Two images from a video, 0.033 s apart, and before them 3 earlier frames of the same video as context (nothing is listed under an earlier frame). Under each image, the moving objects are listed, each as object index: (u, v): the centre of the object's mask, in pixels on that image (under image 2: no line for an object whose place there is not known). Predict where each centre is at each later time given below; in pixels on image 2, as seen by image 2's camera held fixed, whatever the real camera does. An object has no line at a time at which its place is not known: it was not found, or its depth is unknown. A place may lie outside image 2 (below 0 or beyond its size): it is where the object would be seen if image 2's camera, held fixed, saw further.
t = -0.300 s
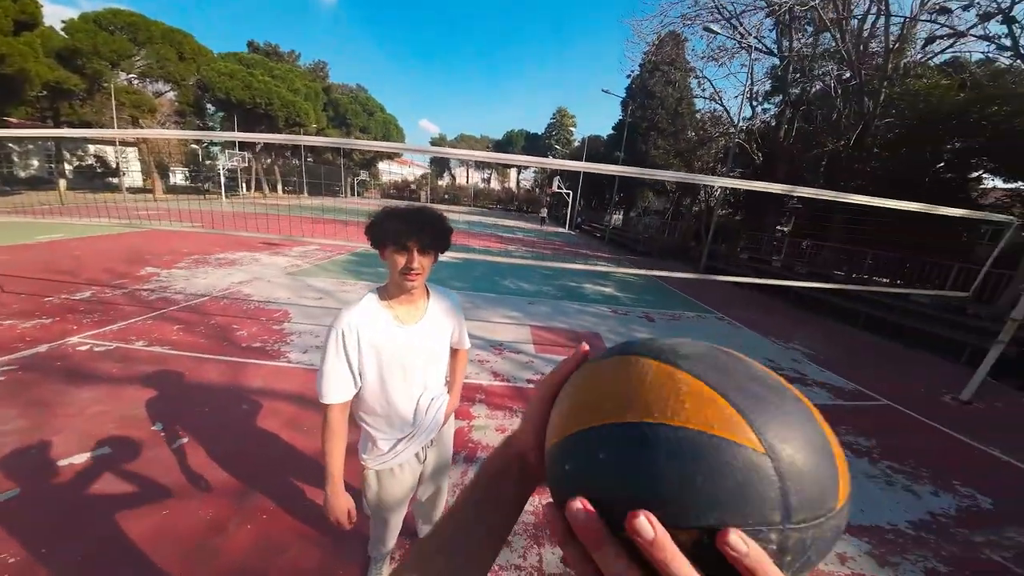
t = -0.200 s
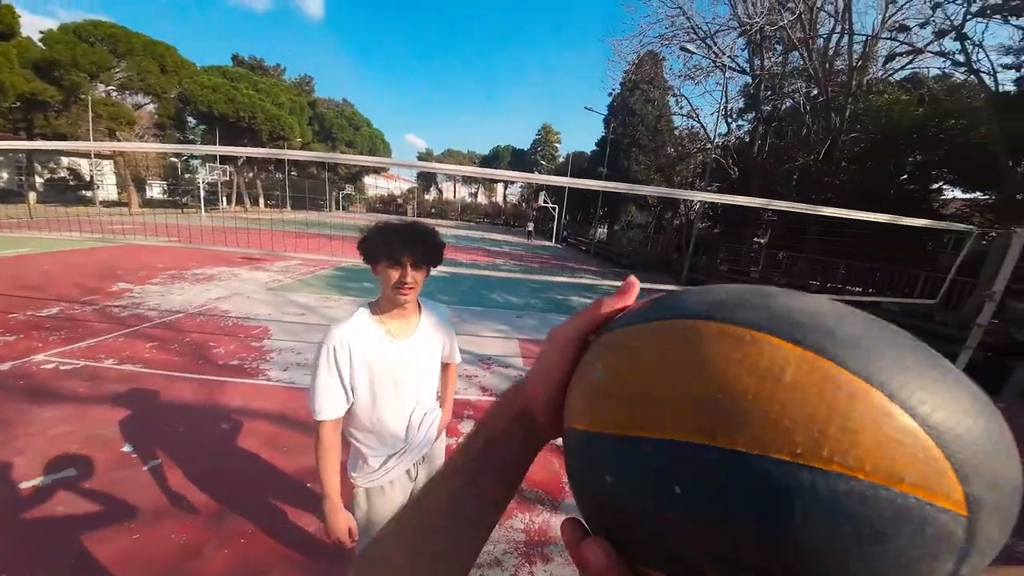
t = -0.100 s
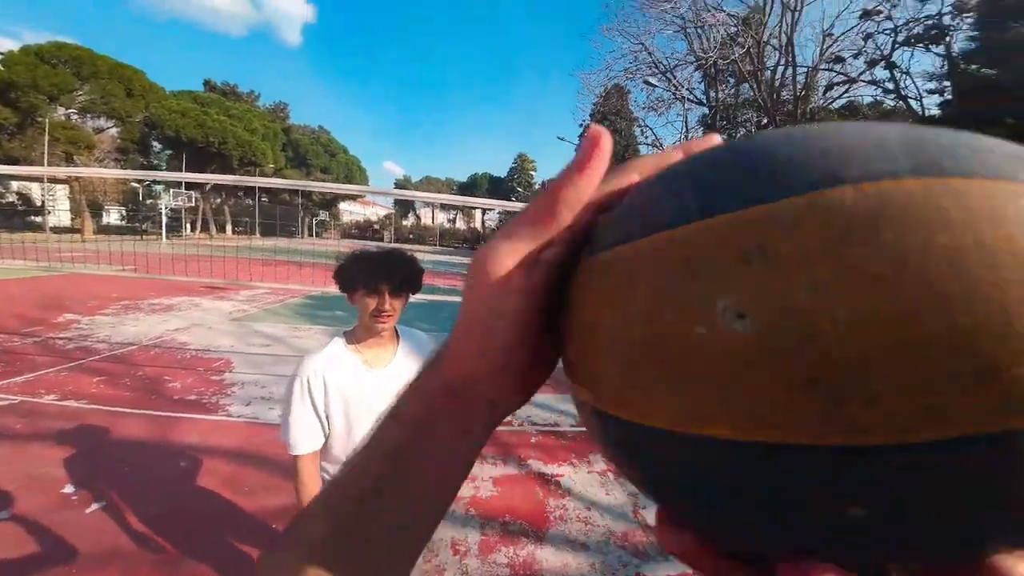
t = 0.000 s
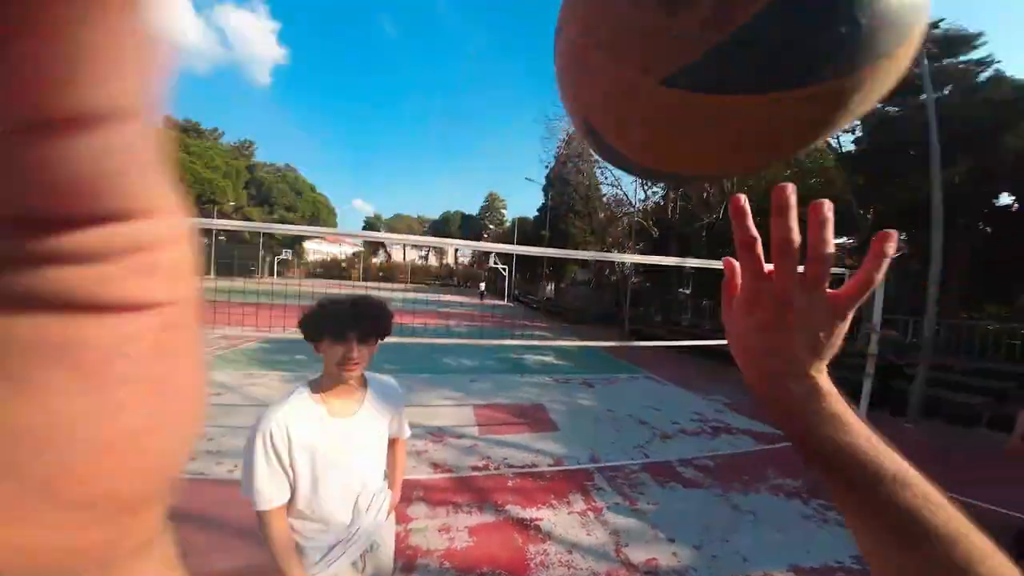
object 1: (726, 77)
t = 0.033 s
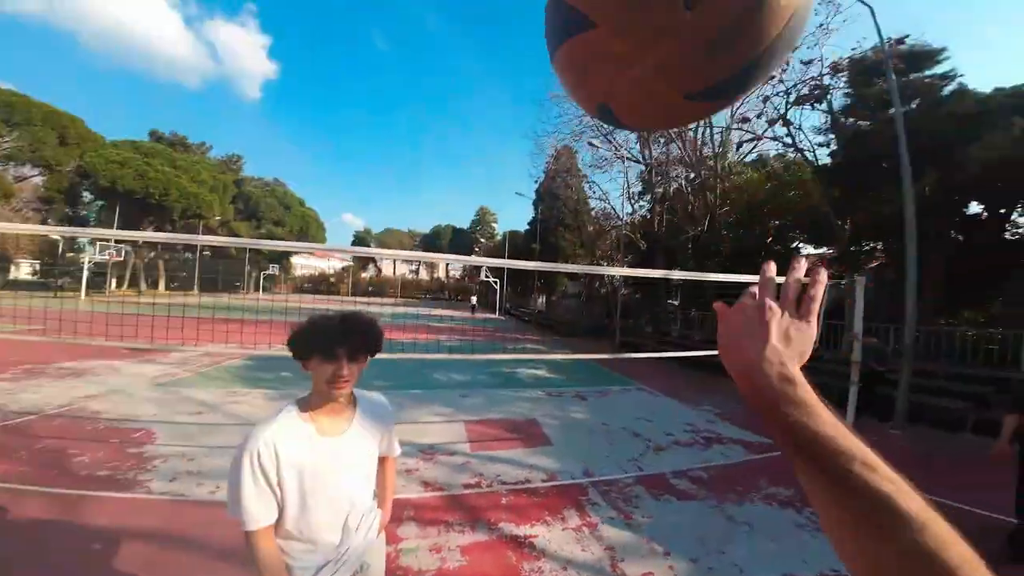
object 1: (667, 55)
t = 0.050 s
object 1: (651, 41)
